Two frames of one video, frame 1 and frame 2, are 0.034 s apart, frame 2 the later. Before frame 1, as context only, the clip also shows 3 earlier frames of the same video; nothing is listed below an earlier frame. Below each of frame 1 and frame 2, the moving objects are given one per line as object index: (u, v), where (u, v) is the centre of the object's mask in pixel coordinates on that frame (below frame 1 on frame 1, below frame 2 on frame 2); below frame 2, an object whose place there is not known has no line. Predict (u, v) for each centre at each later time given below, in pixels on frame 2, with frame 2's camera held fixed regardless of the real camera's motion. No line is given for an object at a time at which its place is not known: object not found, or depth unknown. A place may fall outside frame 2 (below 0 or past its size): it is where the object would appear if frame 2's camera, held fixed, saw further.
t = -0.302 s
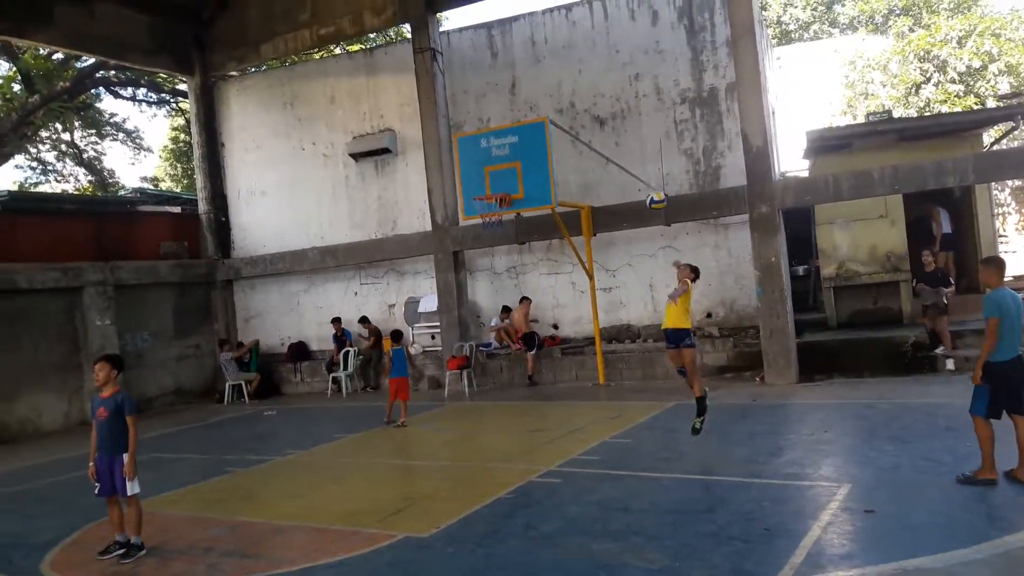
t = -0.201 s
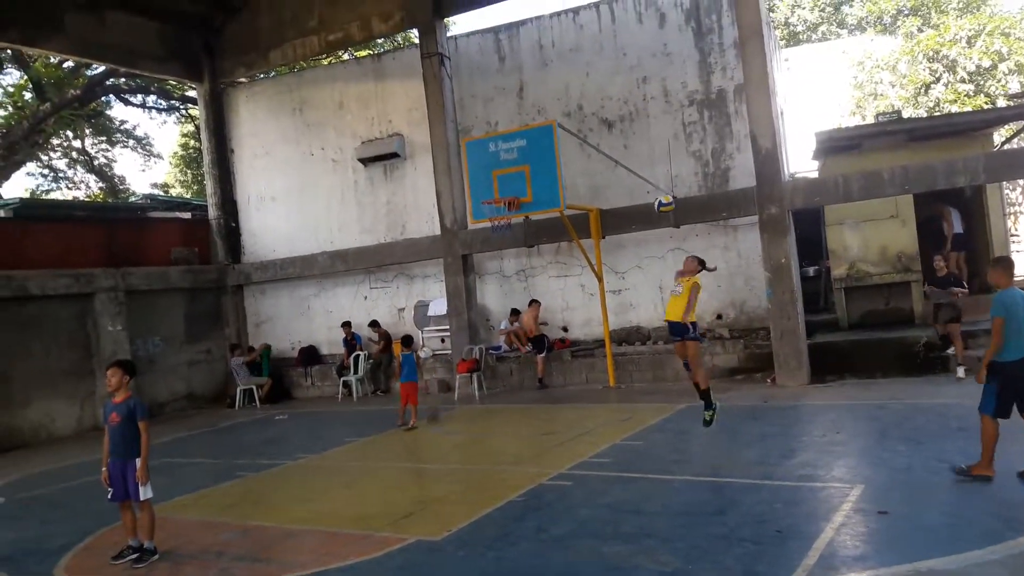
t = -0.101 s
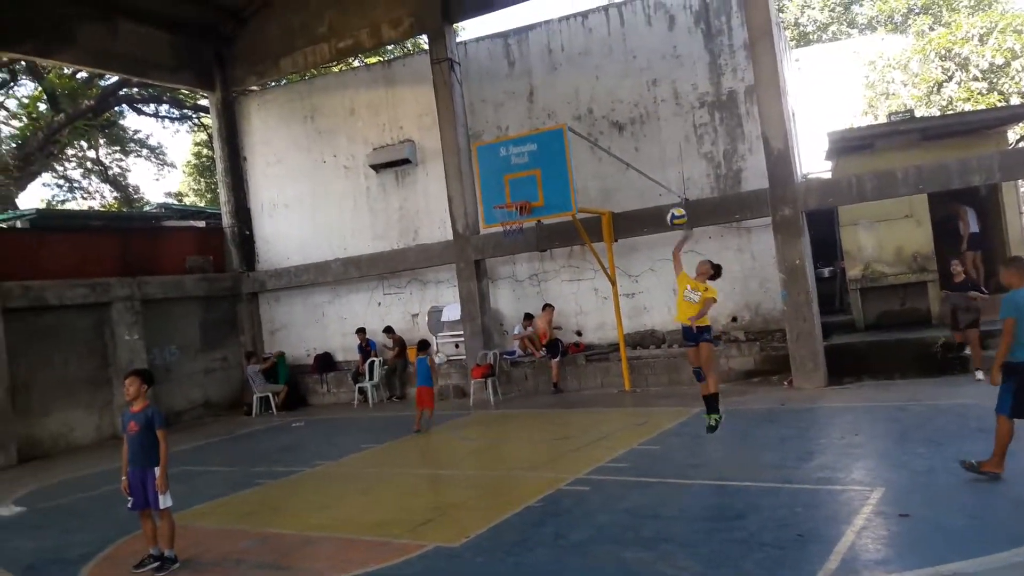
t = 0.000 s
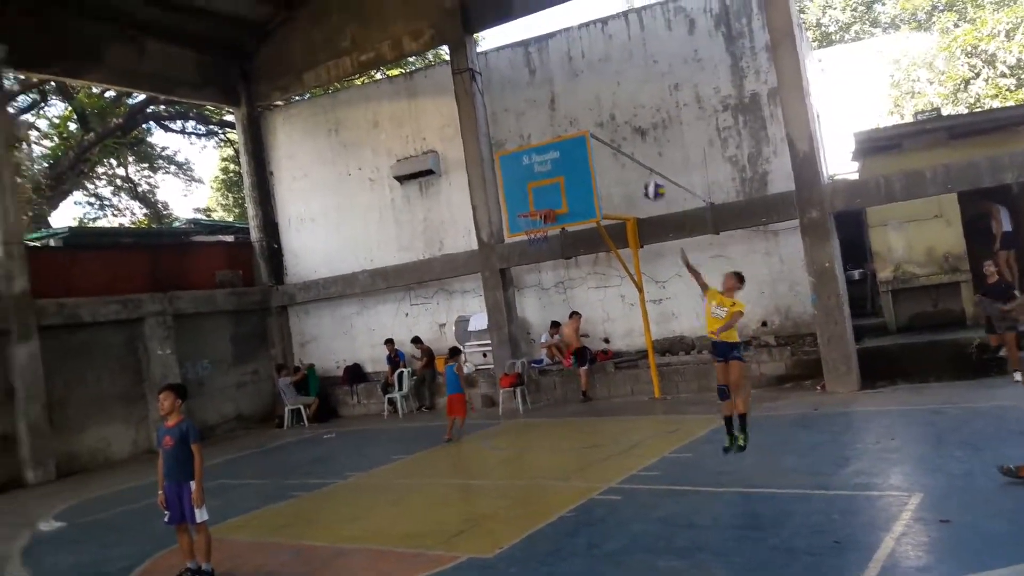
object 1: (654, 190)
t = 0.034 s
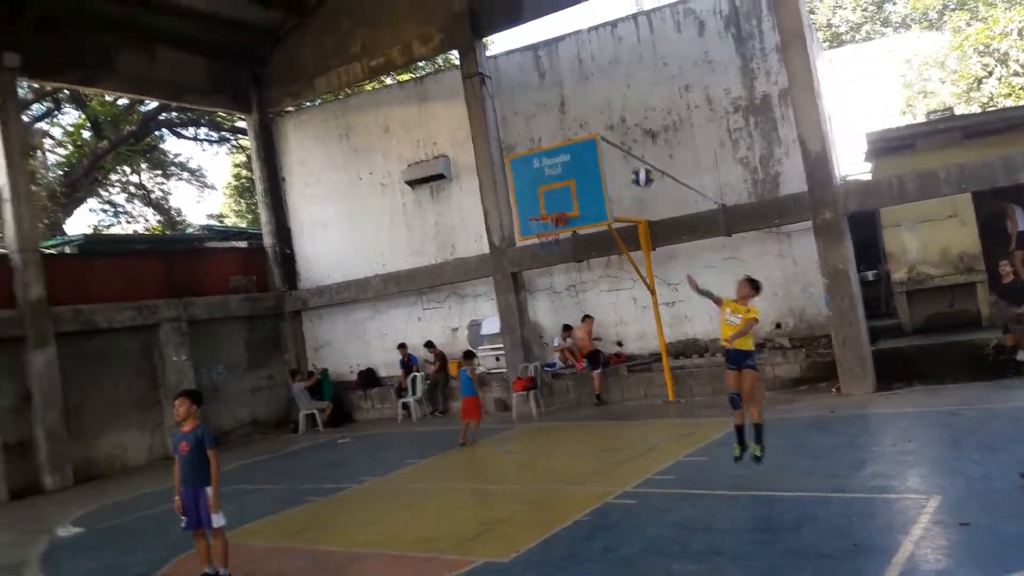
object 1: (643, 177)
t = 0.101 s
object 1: (590, 144)
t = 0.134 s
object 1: (560, 126)
